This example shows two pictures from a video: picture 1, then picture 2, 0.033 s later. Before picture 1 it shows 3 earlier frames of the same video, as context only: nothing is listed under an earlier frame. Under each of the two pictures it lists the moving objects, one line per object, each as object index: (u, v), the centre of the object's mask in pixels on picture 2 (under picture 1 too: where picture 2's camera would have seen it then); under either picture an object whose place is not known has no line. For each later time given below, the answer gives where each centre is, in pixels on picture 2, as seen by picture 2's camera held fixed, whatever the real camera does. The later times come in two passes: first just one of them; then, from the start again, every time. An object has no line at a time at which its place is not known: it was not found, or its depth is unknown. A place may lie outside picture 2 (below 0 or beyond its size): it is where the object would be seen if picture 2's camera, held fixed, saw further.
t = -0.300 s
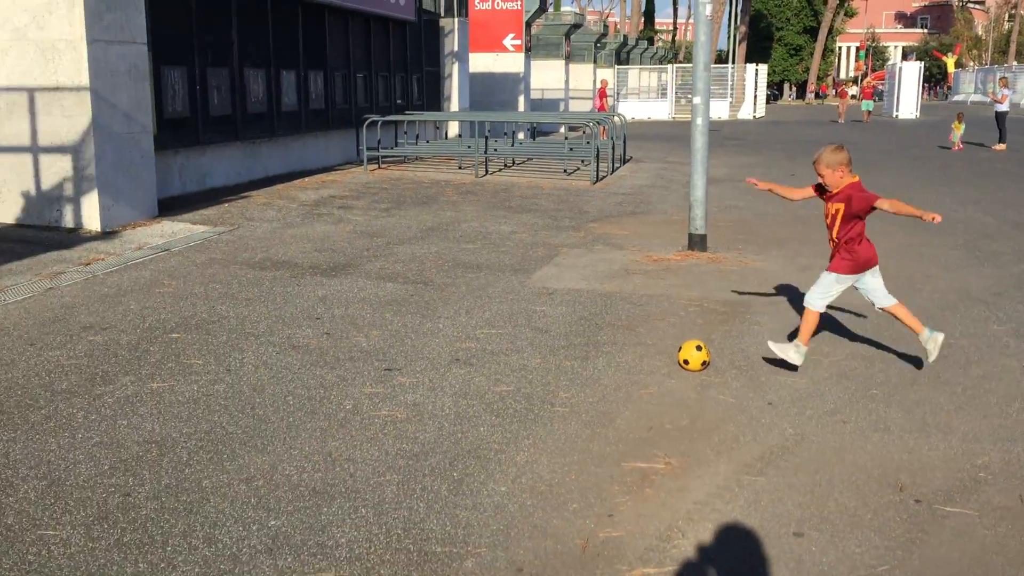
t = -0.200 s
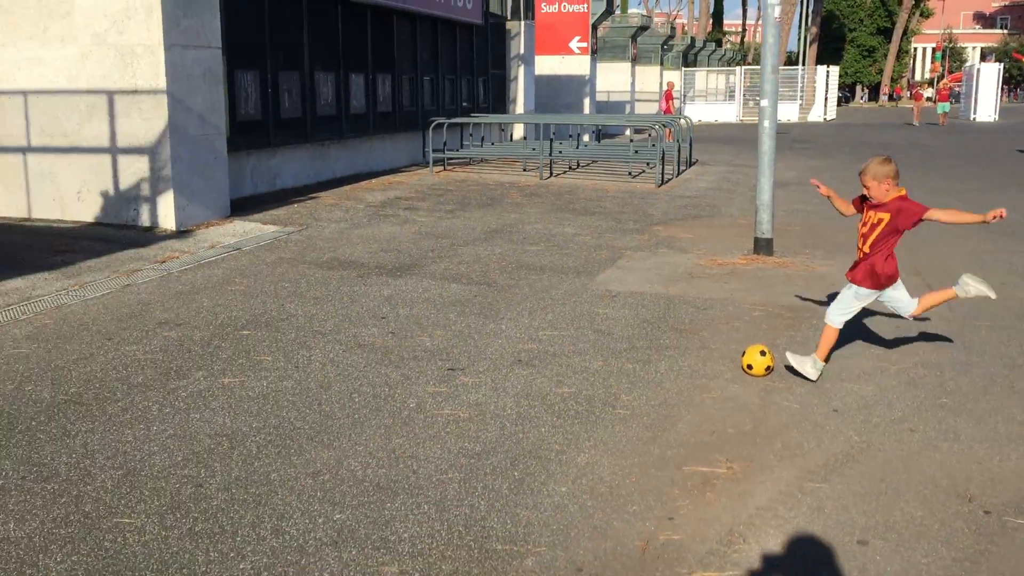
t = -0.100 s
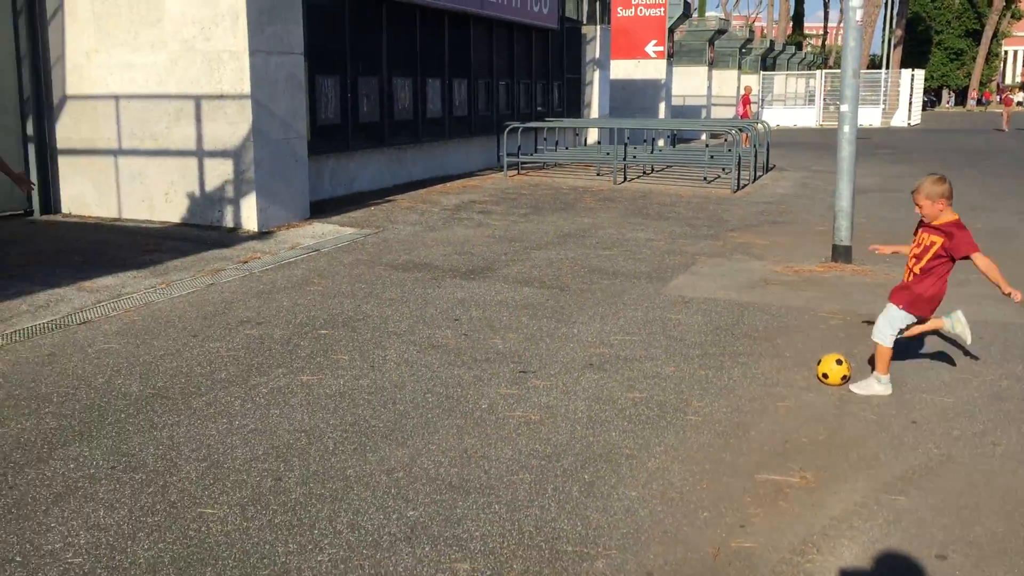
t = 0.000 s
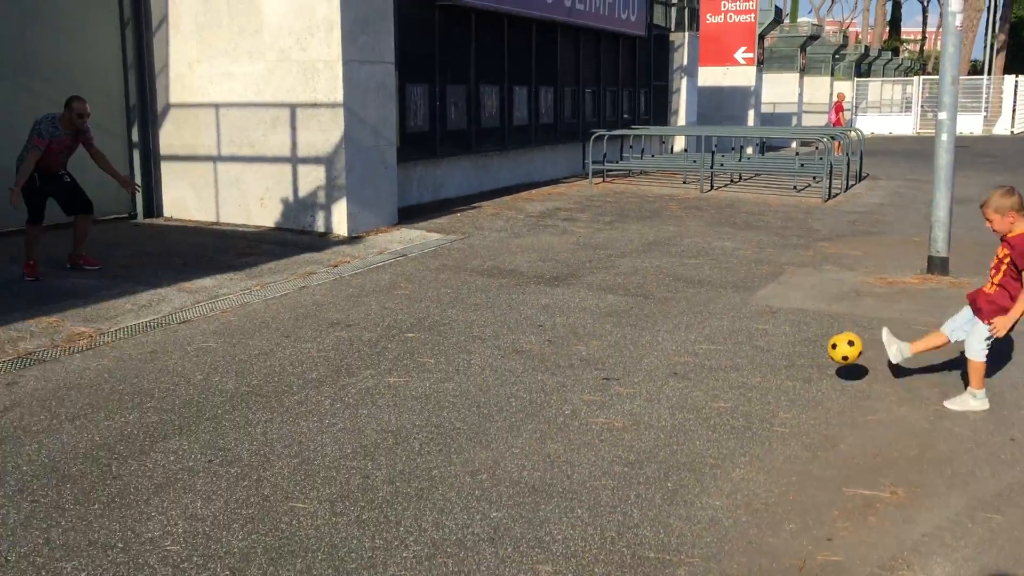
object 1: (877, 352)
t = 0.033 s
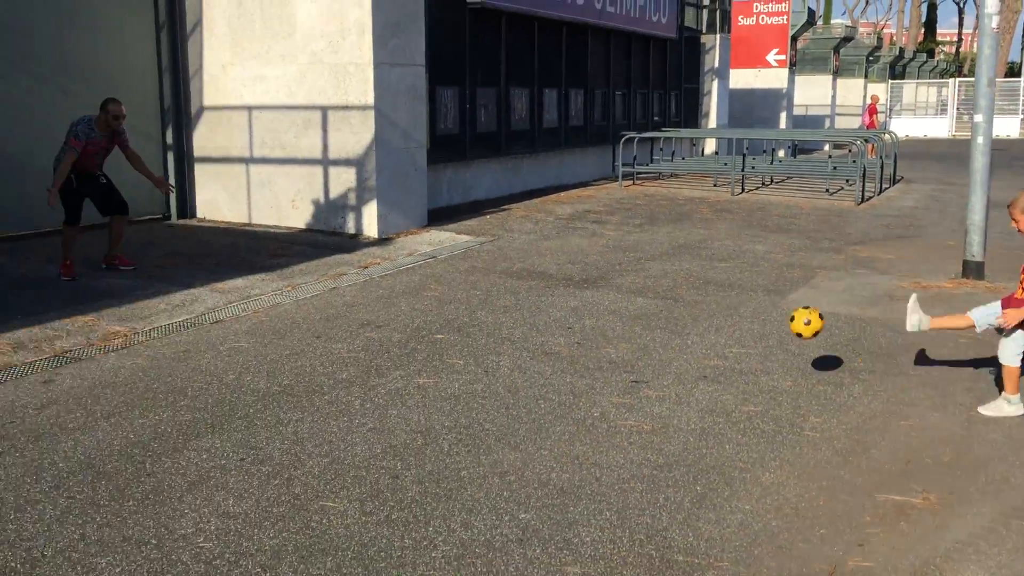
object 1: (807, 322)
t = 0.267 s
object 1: (301, 150)
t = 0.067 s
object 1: (734, 294)
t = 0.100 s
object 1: (663, 266)
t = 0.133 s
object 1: (591, 240)
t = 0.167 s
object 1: (518, 215)
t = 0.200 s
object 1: (446, 192)
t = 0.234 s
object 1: (374, 170)
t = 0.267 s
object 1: (301, 150)
